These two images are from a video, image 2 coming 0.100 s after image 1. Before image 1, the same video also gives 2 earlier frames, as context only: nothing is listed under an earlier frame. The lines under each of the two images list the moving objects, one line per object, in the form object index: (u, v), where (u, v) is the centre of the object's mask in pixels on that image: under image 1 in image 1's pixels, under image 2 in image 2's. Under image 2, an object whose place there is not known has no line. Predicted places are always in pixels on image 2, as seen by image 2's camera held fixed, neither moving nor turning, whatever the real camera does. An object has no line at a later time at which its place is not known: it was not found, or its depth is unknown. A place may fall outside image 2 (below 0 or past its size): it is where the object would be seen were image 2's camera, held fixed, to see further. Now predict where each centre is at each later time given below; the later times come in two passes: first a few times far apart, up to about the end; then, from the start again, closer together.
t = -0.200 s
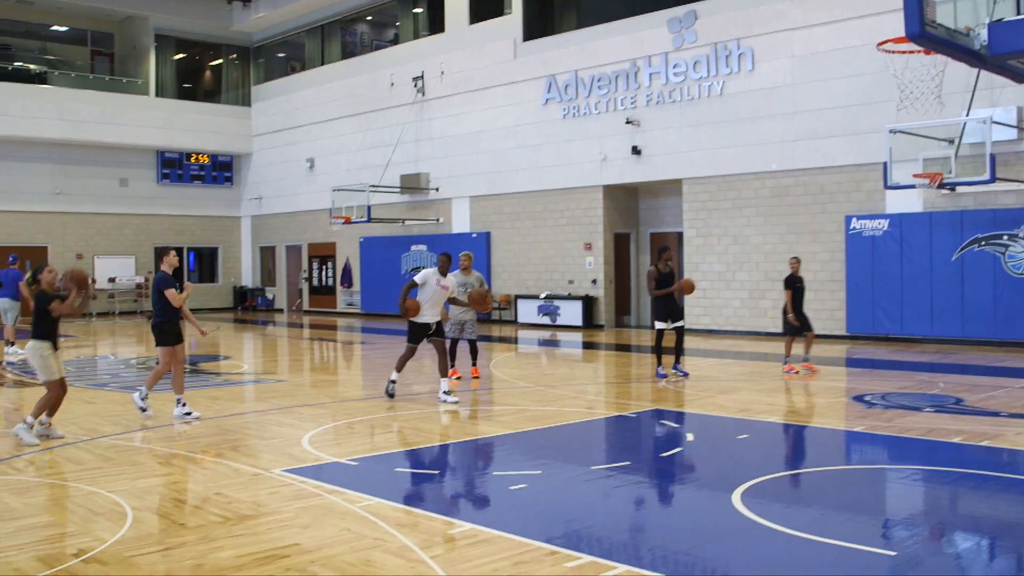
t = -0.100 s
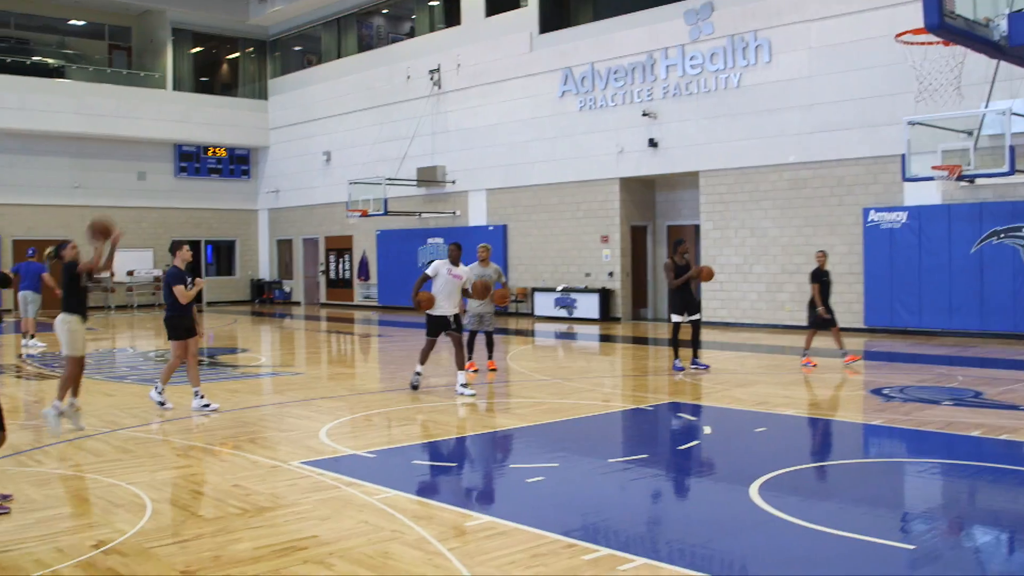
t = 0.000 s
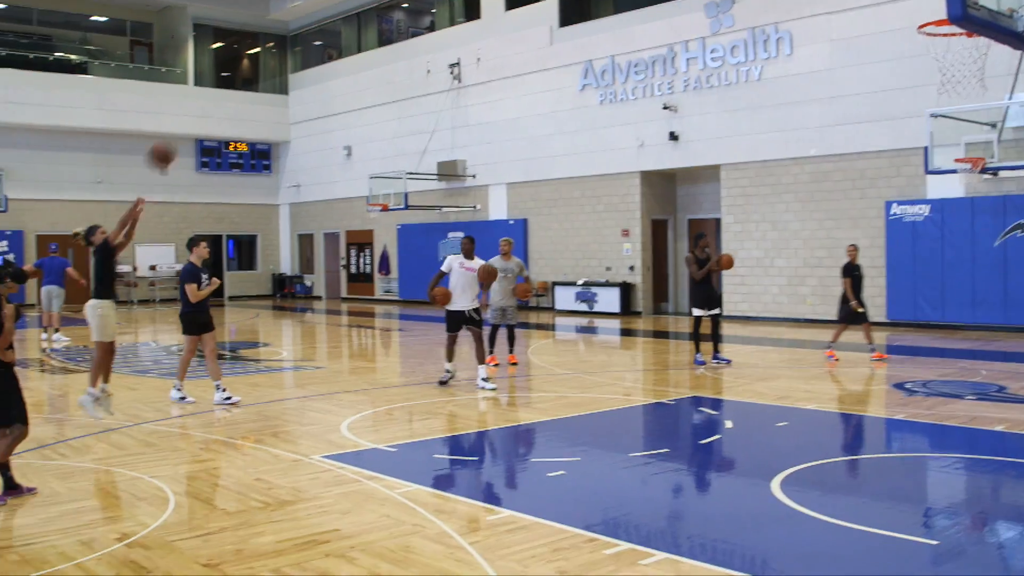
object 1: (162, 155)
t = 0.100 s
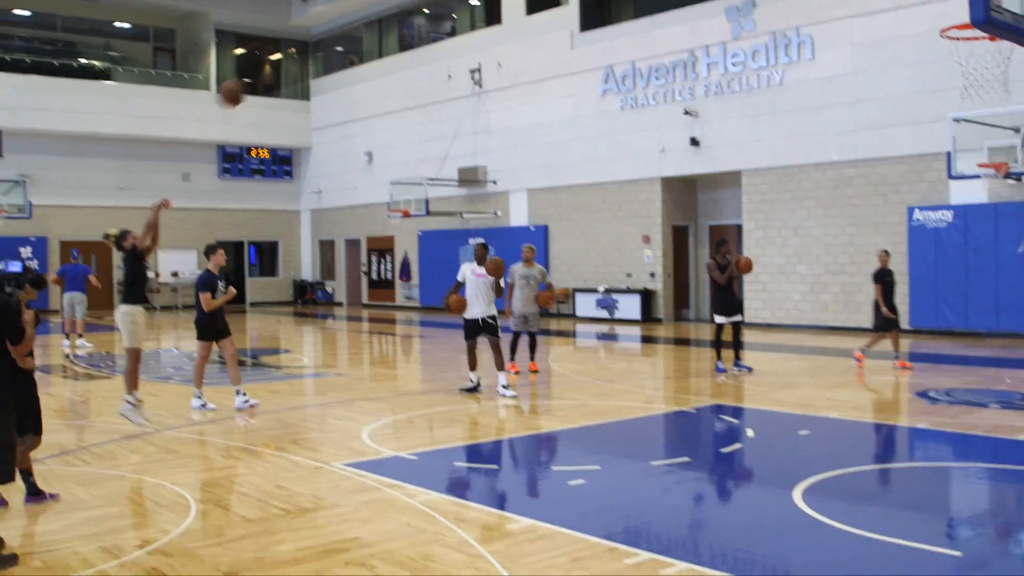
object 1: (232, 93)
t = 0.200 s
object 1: (284, 36)
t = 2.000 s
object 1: (854, 91)
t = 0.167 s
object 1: (264, 53)
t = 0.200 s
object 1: (284, 36)
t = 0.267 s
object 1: (318, -2)
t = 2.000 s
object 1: (854, 91)
